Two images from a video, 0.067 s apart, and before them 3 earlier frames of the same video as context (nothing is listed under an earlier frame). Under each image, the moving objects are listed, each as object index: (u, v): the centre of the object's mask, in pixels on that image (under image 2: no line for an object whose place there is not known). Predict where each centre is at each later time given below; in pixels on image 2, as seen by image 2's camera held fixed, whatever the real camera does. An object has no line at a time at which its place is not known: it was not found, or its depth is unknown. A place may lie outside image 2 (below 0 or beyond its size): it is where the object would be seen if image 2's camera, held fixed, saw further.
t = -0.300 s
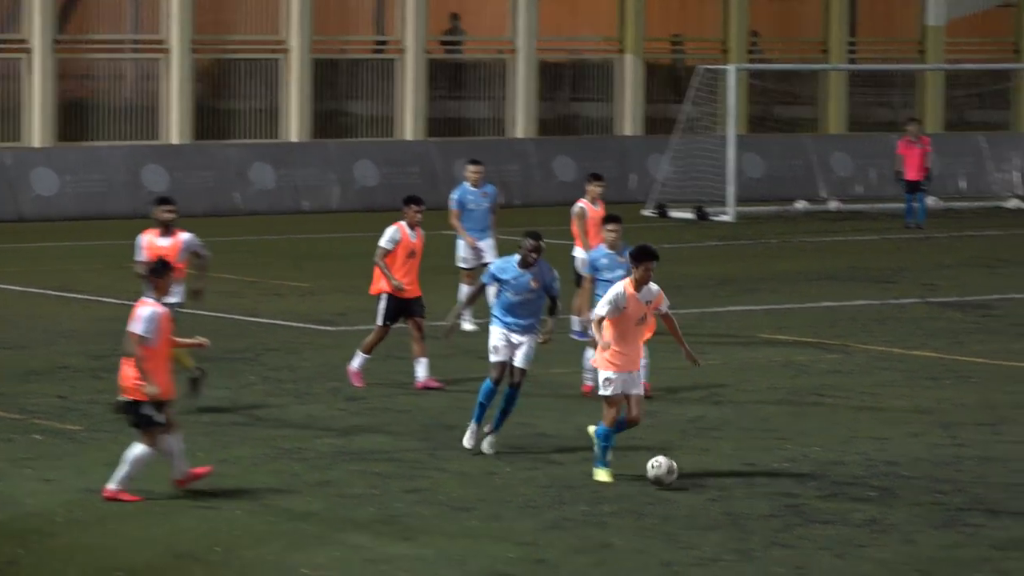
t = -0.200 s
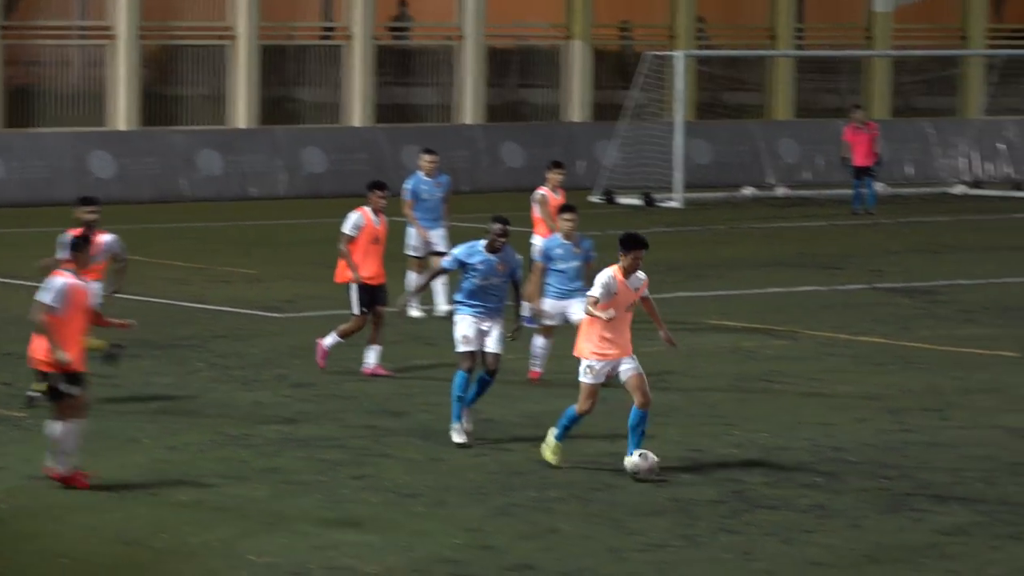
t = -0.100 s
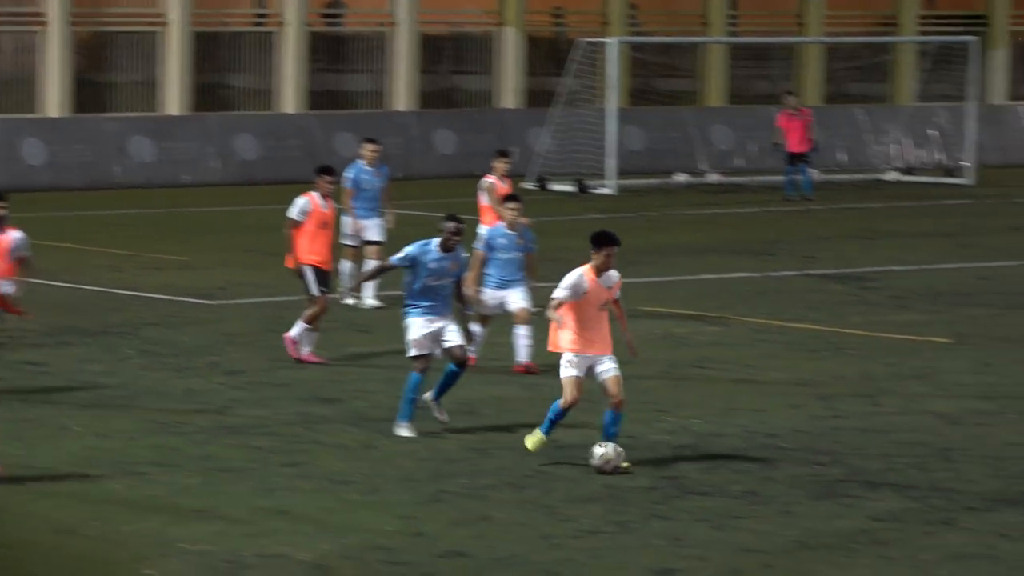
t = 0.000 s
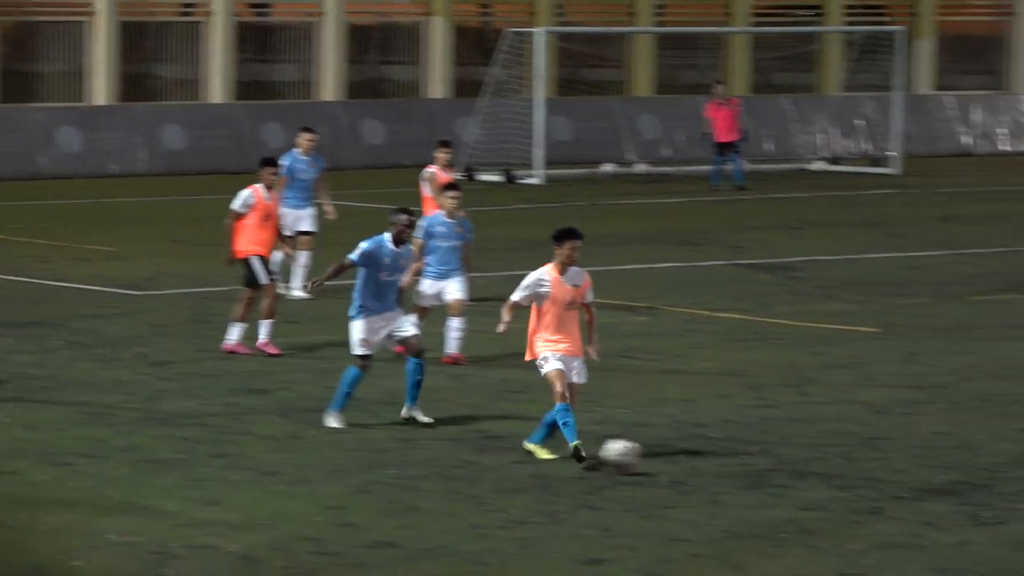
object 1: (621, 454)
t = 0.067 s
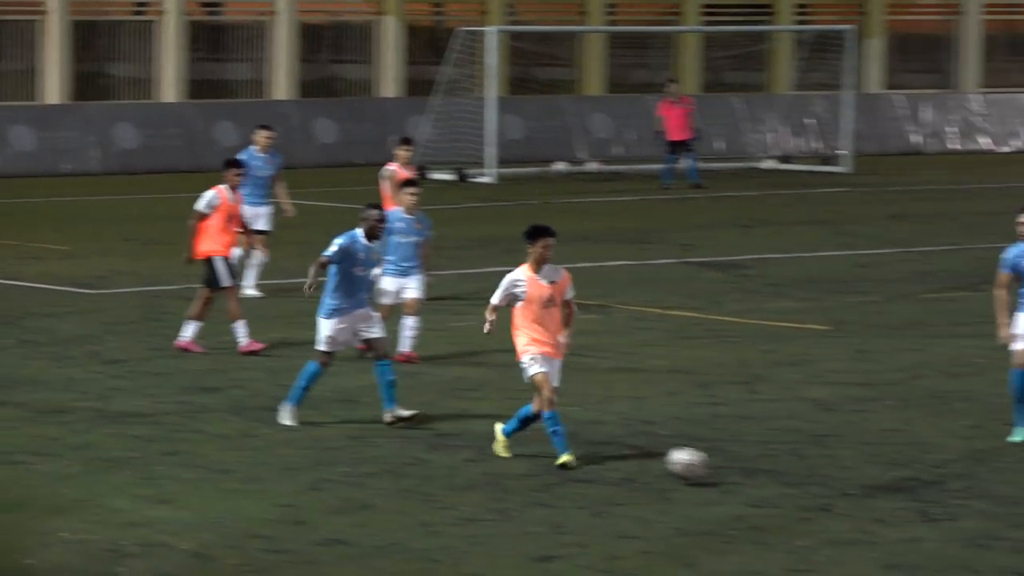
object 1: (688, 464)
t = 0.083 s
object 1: (718, 468)
